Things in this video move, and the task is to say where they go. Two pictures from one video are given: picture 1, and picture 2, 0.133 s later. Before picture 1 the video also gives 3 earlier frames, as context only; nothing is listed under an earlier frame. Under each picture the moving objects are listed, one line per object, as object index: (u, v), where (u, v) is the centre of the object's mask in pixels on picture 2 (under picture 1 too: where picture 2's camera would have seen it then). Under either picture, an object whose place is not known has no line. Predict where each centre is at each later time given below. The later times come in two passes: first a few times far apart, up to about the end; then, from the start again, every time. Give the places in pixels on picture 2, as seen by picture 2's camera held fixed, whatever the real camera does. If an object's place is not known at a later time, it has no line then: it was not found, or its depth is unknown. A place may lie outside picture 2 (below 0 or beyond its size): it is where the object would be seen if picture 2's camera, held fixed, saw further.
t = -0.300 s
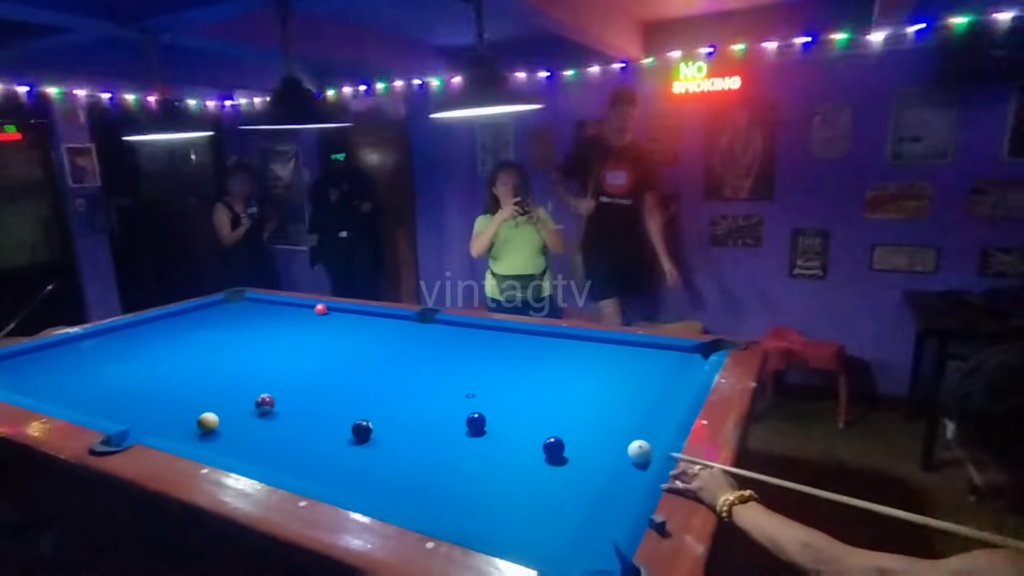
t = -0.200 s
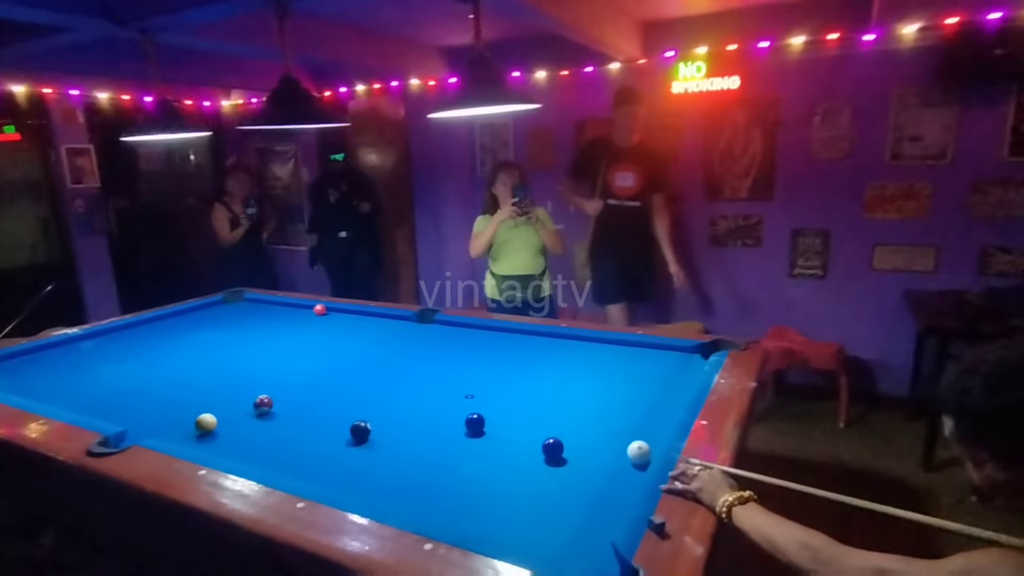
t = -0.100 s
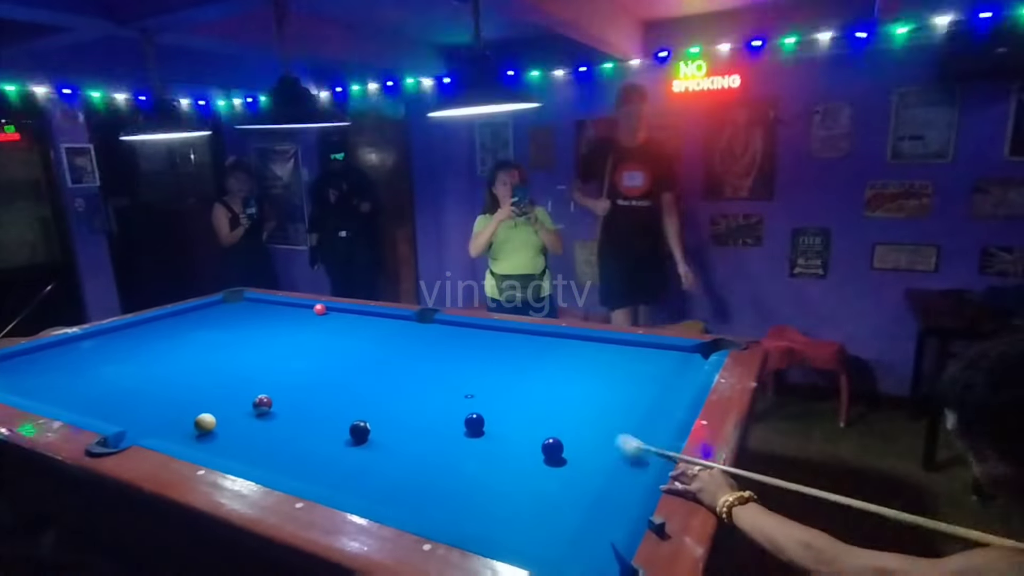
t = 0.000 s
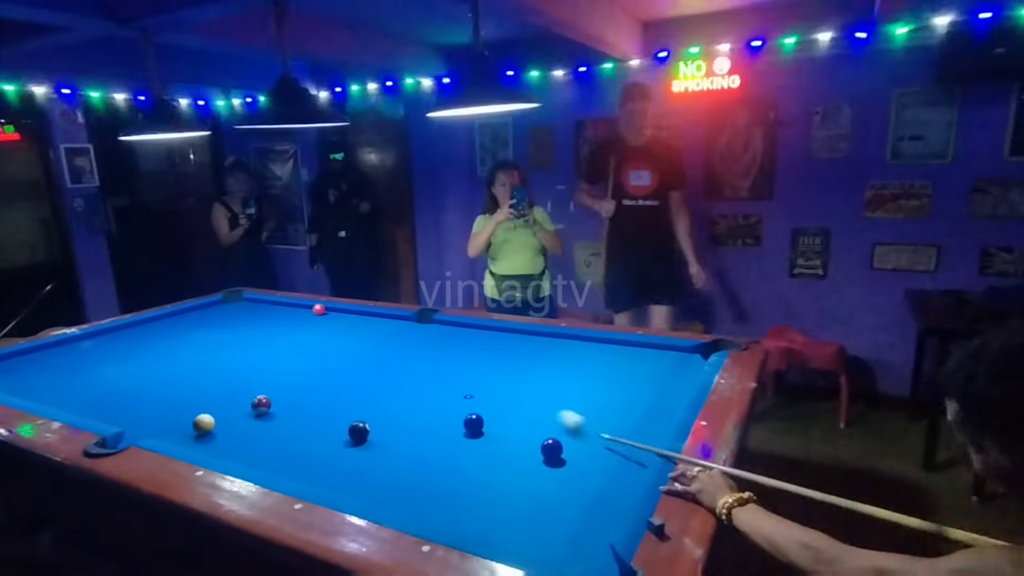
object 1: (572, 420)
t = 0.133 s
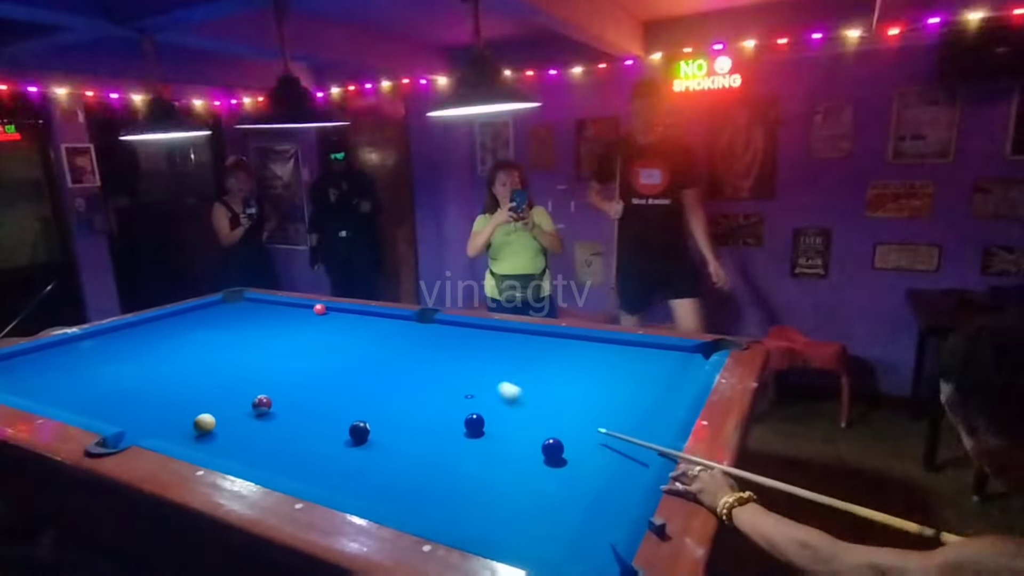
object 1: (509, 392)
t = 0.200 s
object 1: (483, 379)
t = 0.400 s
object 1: (420, 350)
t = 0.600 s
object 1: (373, 328)
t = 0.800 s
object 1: (337, 311)
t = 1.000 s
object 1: (315, 311)
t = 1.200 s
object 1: (293, 311)
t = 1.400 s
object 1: (272, 312)
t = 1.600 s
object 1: (252, 313)
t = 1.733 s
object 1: (239, 313)
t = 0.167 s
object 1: (496, 385)
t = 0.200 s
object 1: (483, 379)
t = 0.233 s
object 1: (471, 374)
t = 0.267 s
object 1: (459, 368)
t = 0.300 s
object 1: (449, 363)
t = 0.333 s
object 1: (439, 359)
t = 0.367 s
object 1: (429, 354)
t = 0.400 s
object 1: (420, 350)
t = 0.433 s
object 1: (411, 346)
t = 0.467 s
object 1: (403, 342)
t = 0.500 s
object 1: (395, 339)
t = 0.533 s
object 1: (387, 335)
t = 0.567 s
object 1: (380, 332)
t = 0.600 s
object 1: (373, 328)
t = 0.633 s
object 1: (366, 326)
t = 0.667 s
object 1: (360, 322)
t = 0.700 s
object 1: (354, 320)
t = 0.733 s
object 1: (348, 317)
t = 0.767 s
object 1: (342, 314)
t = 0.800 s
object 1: (337, 311)
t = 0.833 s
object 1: (332, 309)
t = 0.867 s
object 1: (328, 309)
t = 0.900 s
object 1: (325, 310)
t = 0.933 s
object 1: (322, 310)
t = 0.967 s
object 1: (319, 310)
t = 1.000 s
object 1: (315, 311)
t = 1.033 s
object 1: (311, 311)
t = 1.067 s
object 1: (308, 311)
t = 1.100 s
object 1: (304, 311)
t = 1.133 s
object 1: (300, 311)
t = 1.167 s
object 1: (297, 311)
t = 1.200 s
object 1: (293, 311)
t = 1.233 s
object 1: (290, 311)
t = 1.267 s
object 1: (286, 312)
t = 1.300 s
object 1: (282, 312)
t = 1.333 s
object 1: (279, 312)
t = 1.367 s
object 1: (276, 312)
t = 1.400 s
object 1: (272, 312)
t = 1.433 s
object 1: (269, 312)
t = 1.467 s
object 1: (265, 312)
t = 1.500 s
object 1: (262, 312)
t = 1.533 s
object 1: (259, 313)
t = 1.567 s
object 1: (255, 313)
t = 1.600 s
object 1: (252, 313)
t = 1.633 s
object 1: (249, 313)
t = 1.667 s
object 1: (245, 313)
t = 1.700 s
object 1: (242, 313)
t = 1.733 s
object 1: (239, 313)
